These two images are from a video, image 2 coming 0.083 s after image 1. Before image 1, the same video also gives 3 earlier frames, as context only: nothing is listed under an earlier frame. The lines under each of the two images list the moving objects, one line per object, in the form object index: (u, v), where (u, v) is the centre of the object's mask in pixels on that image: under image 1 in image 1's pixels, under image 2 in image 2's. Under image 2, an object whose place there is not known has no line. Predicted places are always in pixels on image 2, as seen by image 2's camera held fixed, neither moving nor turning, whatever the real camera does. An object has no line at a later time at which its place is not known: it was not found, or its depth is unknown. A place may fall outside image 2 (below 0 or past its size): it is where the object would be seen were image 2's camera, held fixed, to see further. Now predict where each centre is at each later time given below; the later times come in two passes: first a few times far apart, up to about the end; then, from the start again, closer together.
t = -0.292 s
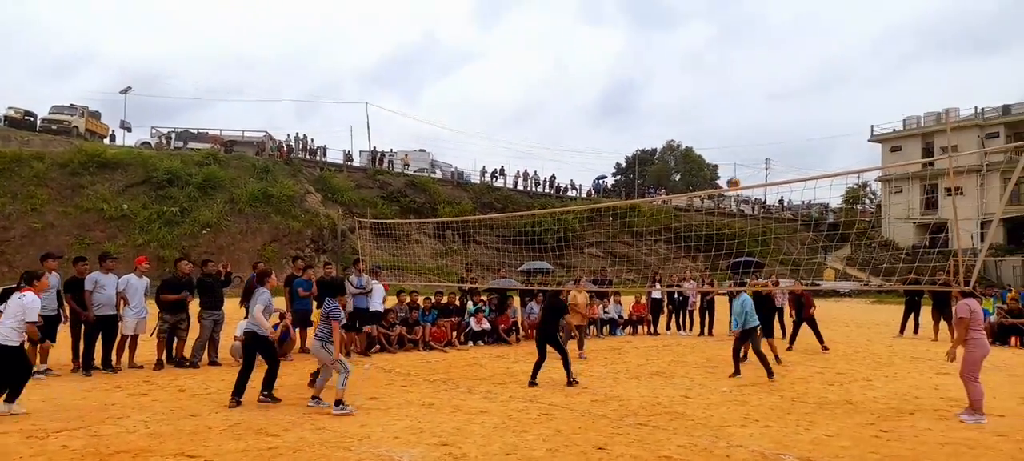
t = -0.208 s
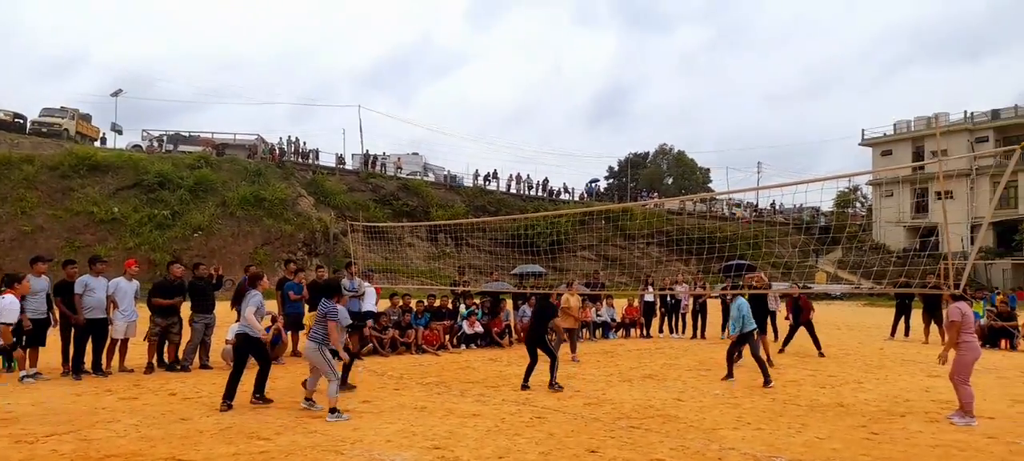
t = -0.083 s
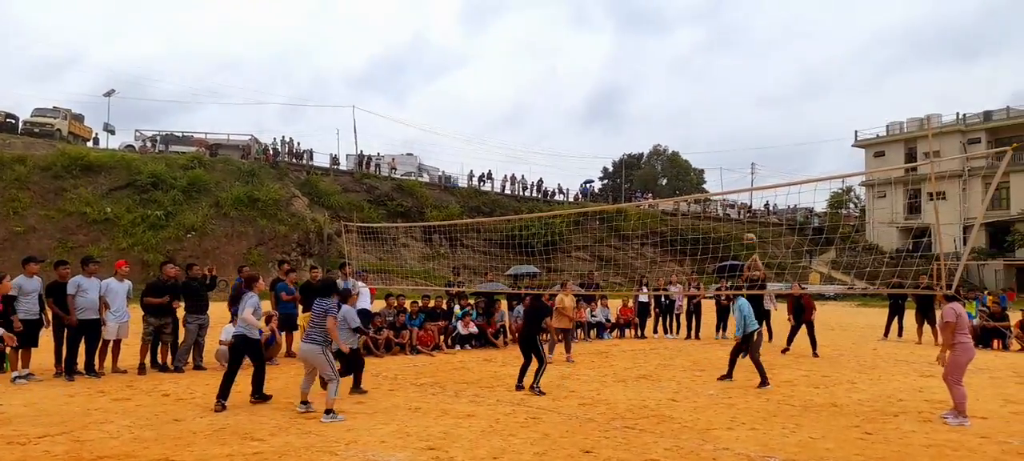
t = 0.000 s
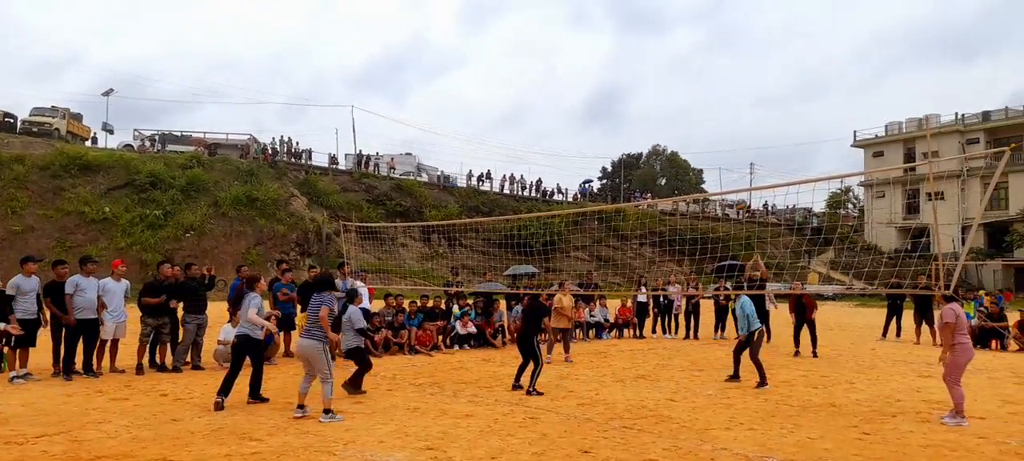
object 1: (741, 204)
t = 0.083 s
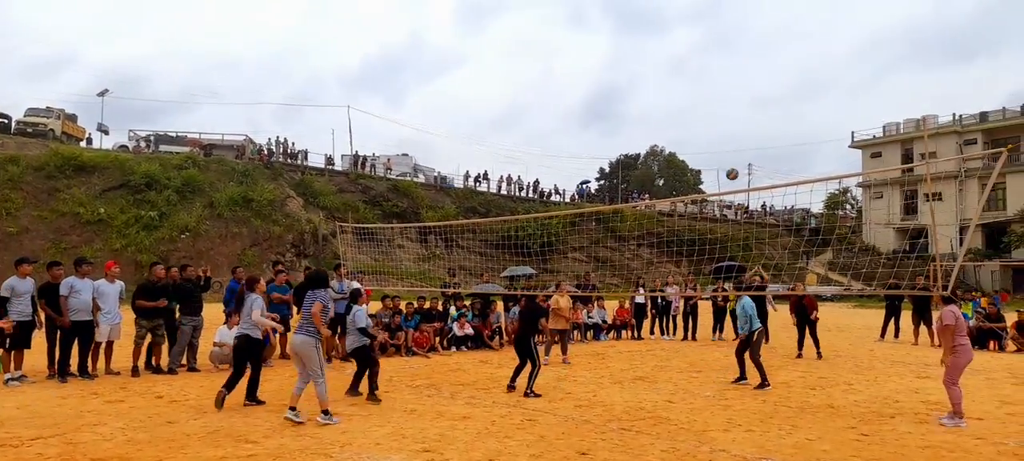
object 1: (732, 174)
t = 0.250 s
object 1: (719, 124)
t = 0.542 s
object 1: (698, 75)
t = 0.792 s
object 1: (680, 71)
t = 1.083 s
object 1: (659, 110)
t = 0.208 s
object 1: (722, 135)
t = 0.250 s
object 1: (719, 124)
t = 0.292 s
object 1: (716, 114)
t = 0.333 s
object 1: (713, 105)
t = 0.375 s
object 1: (710, 97)
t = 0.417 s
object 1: (707, 90)
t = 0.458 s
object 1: (704, 84)
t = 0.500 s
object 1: (701, 79)
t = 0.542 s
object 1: (698, 75)
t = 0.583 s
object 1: (695, 71)
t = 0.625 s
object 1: (692, 69)
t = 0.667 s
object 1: (689, 68)
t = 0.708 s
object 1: (686, 68)
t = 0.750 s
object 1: (683, 69)
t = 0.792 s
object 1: (680, 71)
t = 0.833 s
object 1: (677, 73)
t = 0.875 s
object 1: (674, 77)
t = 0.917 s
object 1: (671, 82)
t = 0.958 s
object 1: (668, 87)
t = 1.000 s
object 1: (665, 94)
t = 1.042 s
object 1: (662, 102)
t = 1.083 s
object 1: (659, 110)
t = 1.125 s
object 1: (657, 120)
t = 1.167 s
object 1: (654, 130)
